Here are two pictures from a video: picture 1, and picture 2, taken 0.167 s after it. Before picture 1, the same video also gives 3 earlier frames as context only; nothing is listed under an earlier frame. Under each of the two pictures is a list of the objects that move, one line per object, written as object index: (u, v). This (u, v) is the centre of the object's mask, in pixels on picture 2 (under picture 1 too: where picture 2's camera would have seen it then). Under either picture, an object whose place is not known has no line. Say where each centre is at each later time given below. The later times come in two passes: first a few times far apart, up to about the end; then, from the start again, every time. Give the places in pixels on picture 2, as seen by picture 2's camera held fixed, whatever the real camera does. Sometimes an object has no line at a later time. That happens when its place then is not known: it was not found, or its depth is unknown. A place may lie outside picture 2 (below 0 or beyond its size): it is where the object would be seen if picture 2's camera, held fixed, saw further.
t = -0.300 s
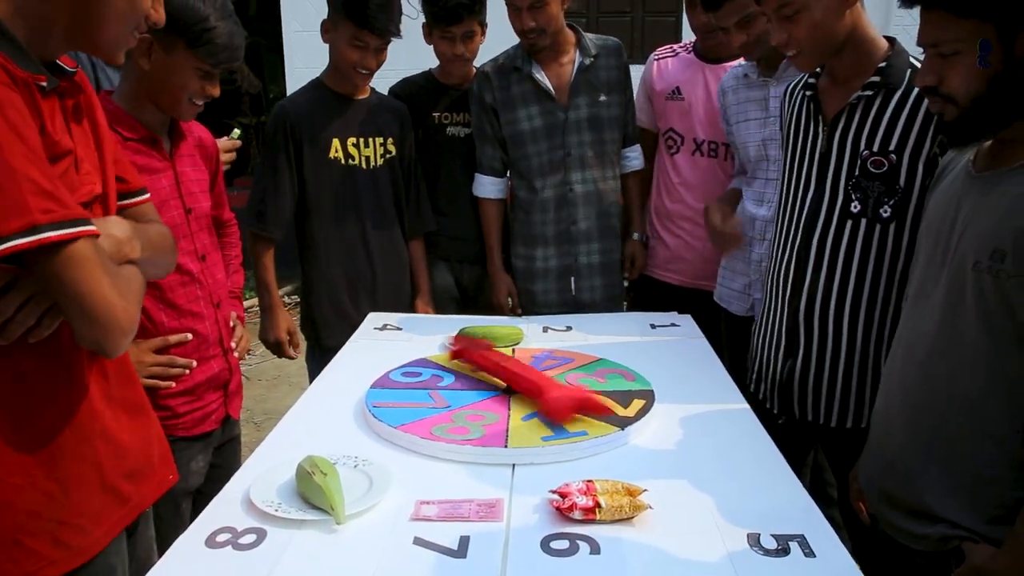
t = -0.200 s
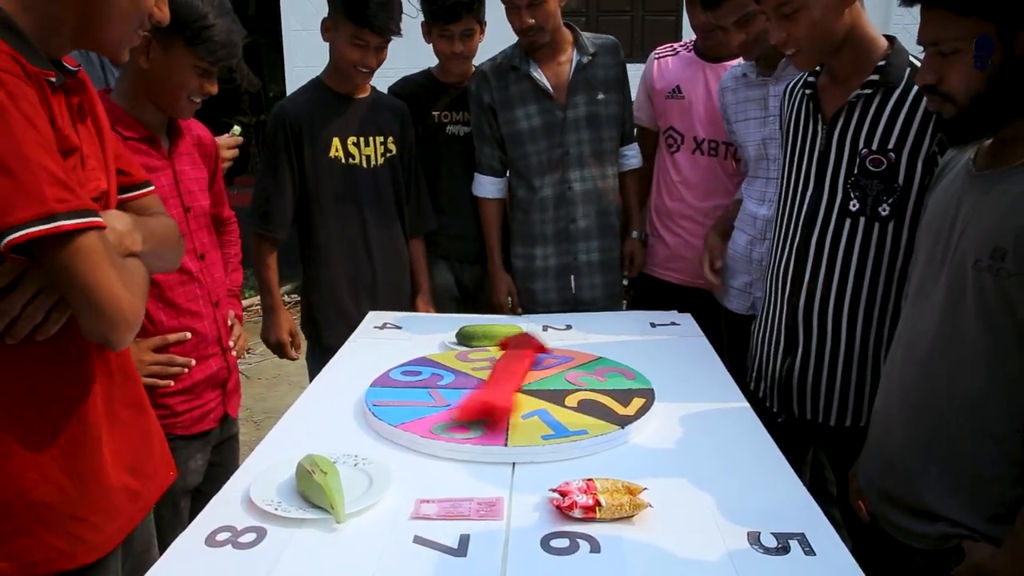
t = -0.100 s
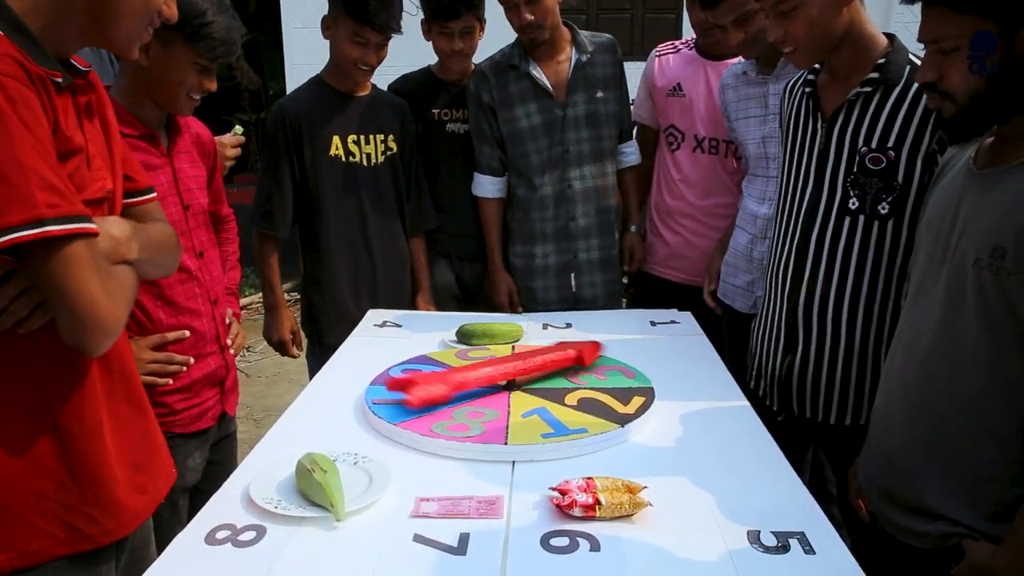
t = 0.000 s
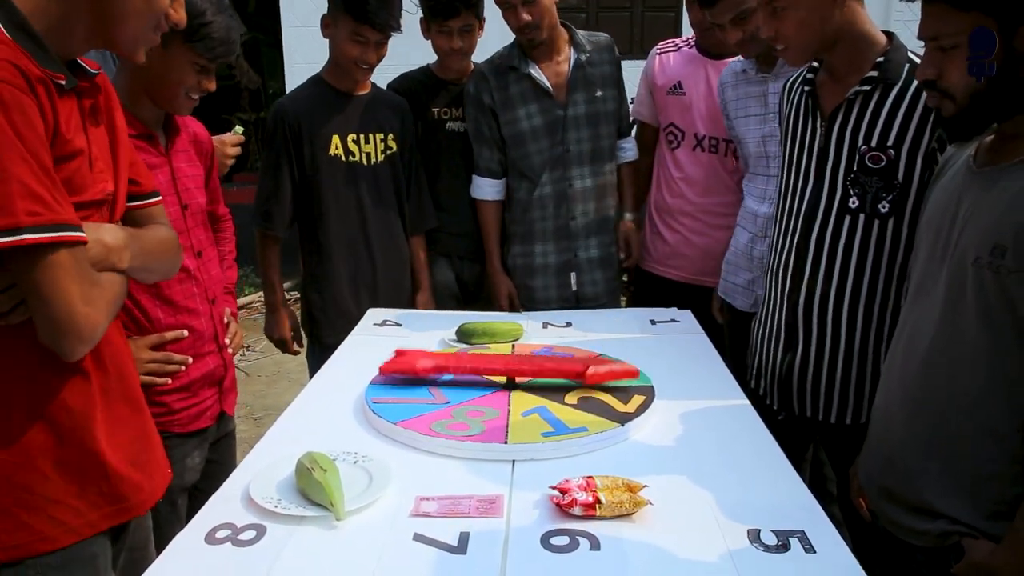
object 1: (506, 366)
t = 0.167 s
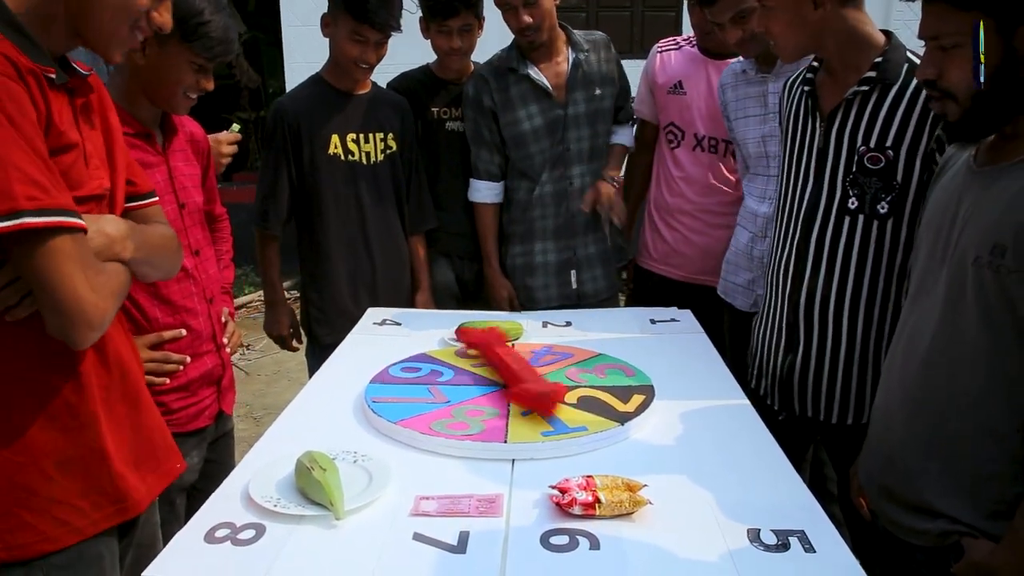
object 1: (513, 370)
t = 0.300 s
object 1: (507, 370)
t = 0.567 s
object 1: (533, 373)
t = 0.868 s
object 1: (491, 372)
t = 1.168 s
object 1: (517, 368)
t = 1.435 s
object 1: (507, 371)
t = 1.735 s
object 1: (522, 367)
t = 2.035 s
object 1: (522, 377)
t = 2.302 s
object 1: (492, 376)
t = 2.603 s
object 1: (501, 366)
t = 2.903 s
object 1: (516, 367)
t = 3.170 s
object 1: (514, 371)
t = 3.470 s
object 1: (508, 371)
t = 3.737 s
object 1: (507, 368)
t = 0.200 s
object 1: (512, 373)
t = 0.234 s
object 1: (509, 373)
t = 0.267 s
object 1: (506, 373)
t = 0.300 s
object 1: (507, 370)
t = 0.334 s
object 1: (508, 369)
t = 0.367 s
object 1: (510, 367)
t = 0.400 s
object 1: (514, 366)
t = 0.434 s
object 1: (517, 366)
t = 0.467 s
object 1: (523, 367)
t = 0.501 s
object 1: (527, 368)
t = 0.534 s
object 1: (532, 370)
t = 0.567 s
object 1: (533, 373)
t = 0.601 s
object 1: (531, 374)
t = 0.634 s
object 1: (527, 377)
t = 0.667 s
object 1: (519, 377)
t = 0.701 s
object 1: (512, 378)
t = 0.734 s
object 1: (505, 379)
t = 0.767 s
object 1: (500, 379)
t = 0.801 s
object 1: (494, 377)
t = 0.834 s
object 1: (492, 374)
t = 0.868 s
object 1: (491, 372)
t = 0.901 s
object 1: (491, 370)
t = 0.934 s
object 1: (494, 368)
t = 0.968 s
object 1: (497, 366)
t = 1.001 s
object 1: (501, 366)
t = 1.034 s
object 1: (507, 365)
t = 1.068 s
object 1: (511, 366)
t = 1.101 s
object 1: (513, 366)
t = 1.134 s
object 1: (515, 367)
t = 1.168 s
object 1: (517, 368)
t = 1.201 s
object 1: (516, 369)
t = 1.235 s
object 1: (515, 369)
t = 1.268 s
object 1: (514, 371)
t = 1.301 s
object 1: (514, 372)
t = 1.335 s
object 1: (512, 373)
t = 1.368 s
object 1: (510, 373)
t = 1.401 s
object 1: (508, 372)
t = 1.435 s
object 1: (507, 371)
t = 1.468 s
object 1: (506, 370)
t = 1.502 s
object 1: (510, 369)
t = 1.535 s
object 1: (507, 369)
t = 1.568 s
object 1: (509, 367)
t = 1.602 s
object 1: (510, 367)
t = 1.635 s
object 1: (513, 366)
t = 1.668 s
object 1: (515, 366)
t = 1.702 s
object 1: (519, 366)
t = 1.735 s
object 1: (522, 367)
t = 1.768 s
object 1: (525, 367)
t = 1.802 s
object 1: (529, 369)
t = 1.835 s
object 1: (530, 370)
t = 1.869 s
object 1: (531, 371)
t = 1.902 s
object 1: (532, 373)
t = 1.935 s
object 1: (531, 374)
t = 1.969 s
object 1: (529, 376)
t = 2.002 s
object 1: (525, 377)
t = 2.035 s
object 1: (522, 377)
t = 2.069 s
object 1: (518, 378)
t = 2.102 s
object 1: (514, 378)
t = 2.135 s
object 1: (509, 379)
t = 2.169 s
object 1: (505, 378)
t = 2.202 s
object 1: (501, 378)
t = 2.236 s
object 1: (498, 378)
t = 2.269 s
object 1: (495, 377)
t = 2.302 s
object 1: (492, 376)
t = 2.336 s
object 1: (491, 374)
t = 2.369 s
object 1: (491, 373)
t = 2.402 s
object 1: (491, 371)
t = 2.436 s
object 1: (491, 370)
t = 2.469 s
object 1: (492, 369)
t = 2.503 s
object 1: (494, 368)
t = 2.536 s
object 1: (495, 367)
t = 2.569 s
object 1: (498, 366)
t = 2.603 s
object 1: (501, 366)
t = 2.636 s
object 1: (502, 366)
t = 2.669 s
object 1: (505, 365)
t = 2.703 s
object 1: (507, 365)
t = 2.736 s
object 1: (509, 365)
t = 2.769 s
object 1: (511, 366)
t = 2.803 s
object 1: (513, 366)
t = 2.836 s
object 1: (514, 366)
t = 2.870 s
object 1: (515, 367)
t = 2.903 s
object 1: (516, 367)
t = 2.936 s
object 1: (517, 368)
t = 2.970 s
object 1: (516, 368)
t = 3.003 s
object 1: (516, 369)
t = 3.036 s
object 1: (516, 369)
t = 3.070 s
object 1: (515, 369)
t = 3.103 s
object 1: (515, 369)
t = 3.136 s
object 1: (515, 370)
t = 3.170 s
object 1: (514, 371)
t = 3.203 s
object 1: (514, 372)
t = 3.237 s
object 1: (513, 372)
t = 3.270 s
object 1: (512, 372)
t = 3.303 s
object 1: (511, 373)
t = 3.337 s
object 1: (510, 372)
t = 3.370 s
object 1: (509, 373)
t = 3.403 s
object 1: (509, 372)
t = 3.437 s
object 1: (508, 371)
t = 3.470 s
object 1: (508, 371)
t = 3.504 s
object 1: (507, 371)
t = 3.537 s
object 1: (507, 370)
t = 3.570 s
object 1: (507, 370)
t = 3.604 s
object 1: (508, 370)
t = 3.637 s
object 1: (510, 369)
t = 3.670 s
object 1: (510, 369)
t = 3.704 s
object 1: (509, 369)
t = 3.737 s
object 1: (507, 368)
